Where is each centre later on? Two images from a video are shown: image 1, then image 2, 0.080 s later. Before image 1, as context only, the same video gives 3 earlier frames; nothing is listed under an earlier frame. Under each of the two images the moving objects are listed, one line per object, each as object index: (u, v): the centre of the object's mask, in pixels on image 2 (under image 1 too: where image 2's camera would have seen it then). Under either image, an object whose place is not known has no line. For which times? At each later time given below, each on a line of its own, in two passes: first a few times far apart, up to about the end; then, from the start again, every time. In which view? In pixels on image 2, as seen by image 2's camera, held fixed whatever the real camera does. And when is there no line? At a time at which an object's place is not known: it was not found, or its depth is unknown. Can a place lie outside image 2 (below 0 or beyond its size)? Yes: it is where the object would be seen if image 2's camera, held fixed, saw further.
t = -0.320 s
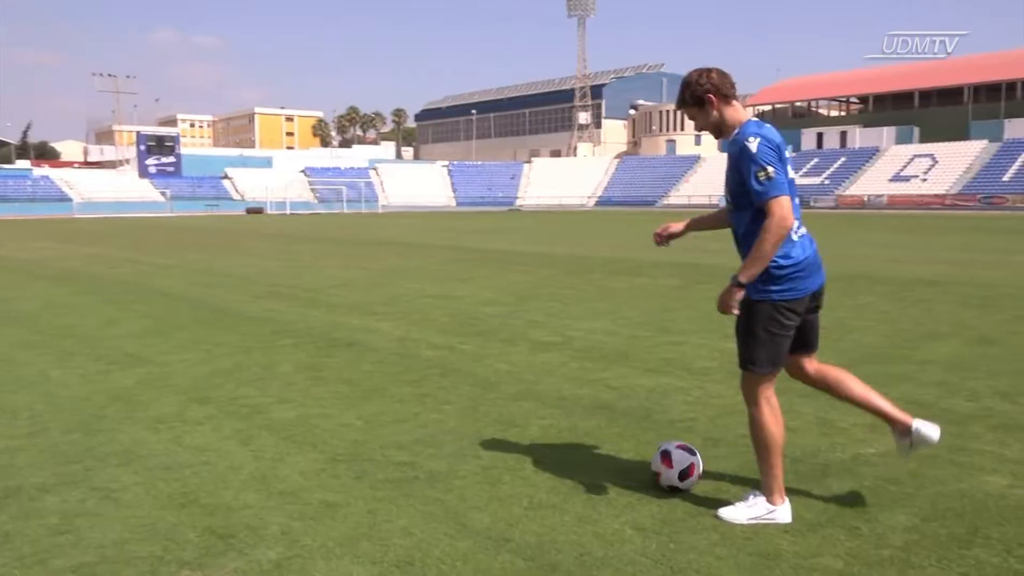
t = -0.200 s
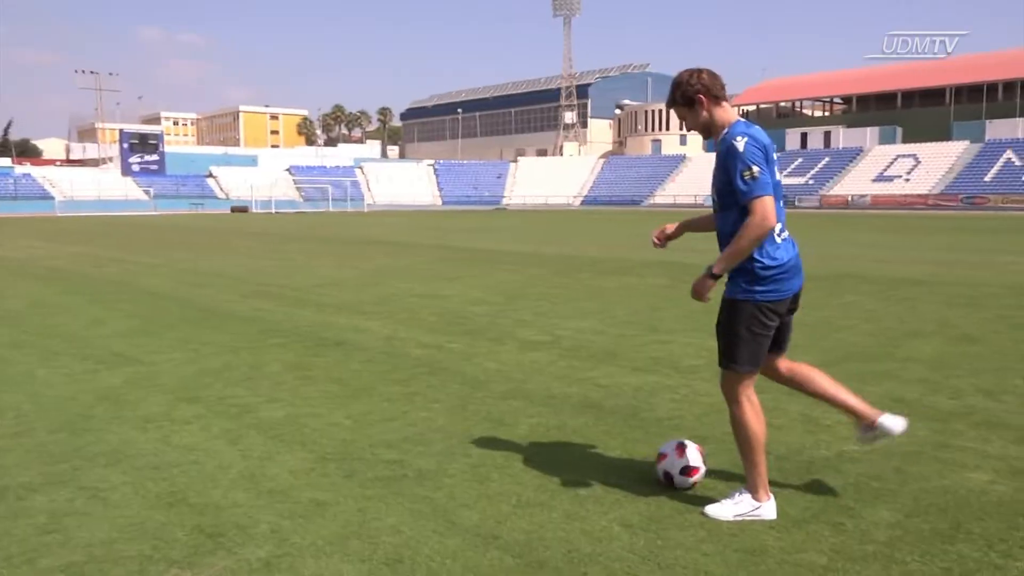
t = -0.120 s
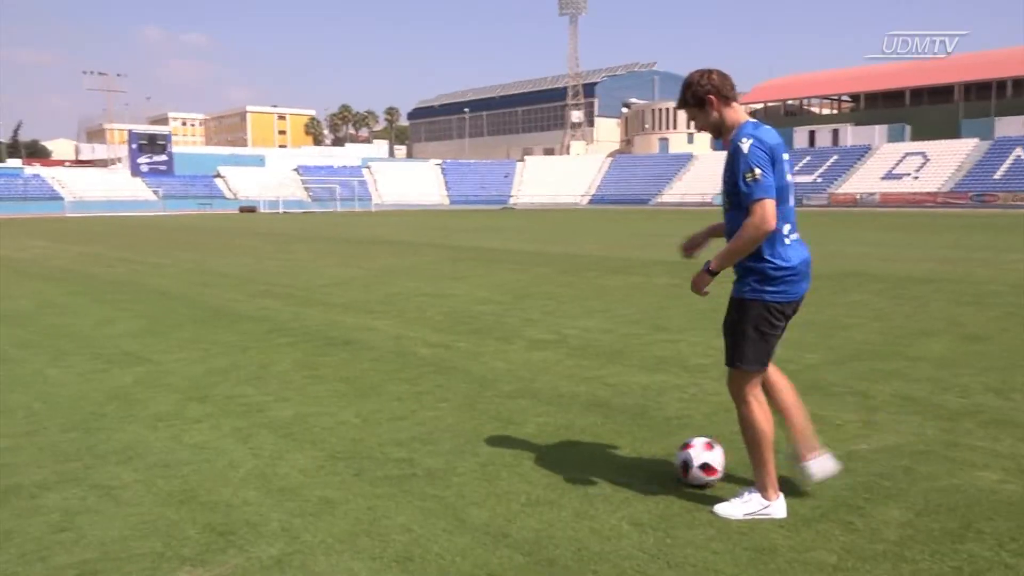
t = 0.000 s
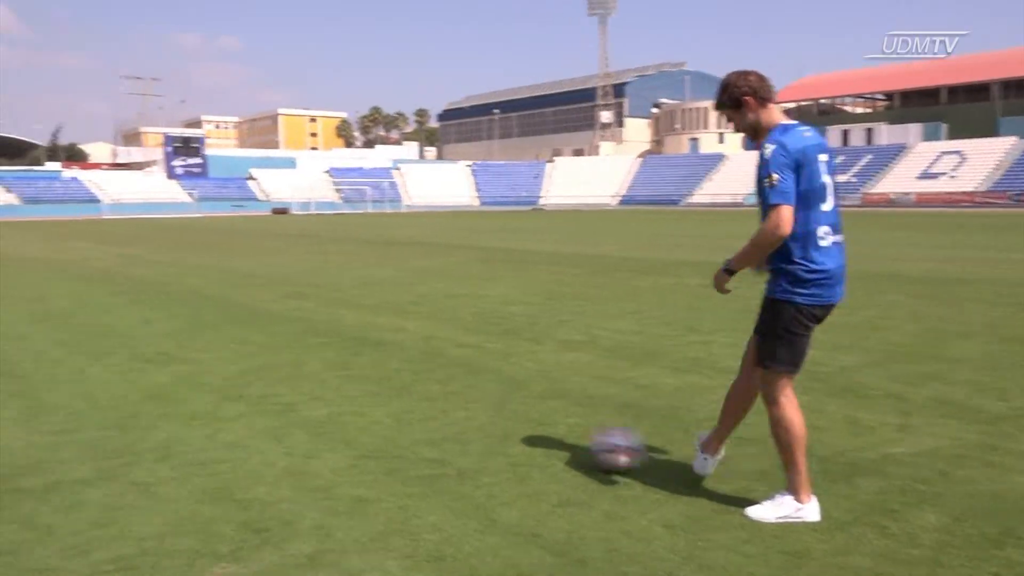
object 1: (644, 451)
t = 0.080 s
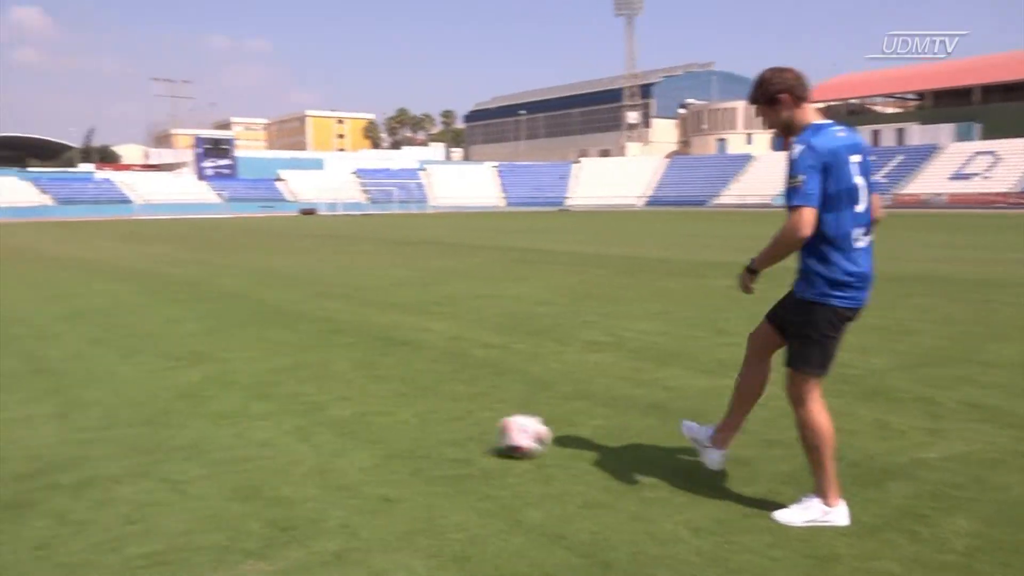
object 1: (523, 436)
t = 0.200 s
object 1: (383, 420)
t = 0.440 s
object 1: (197, 401)
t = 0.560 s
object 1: (128, 390)
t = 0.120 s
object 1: (472, 430)
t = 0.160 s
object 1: (425, 425)
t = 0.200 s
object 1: (383, 420)
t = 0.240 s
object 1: (345, 416)
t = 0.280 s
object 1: (310, 413)
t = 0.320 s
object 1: (279, 408)
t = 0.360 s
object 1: (251, 405)
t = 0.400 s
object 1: (224, 403)
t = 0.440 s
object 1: (197, 401)
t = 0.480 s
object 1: (174, 396)
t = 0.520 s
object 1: (151, 391)
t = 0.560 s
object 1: (128, 390)
